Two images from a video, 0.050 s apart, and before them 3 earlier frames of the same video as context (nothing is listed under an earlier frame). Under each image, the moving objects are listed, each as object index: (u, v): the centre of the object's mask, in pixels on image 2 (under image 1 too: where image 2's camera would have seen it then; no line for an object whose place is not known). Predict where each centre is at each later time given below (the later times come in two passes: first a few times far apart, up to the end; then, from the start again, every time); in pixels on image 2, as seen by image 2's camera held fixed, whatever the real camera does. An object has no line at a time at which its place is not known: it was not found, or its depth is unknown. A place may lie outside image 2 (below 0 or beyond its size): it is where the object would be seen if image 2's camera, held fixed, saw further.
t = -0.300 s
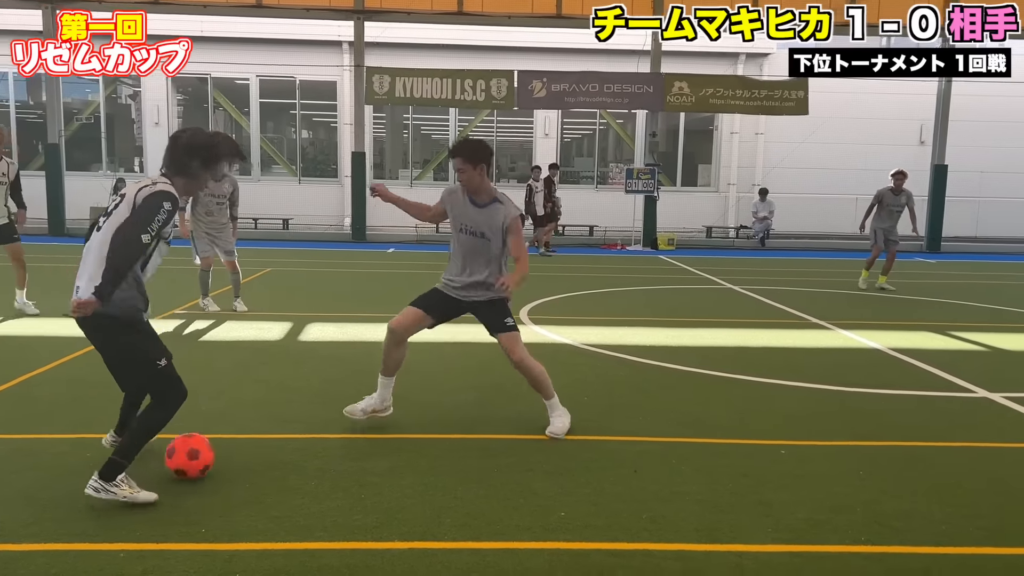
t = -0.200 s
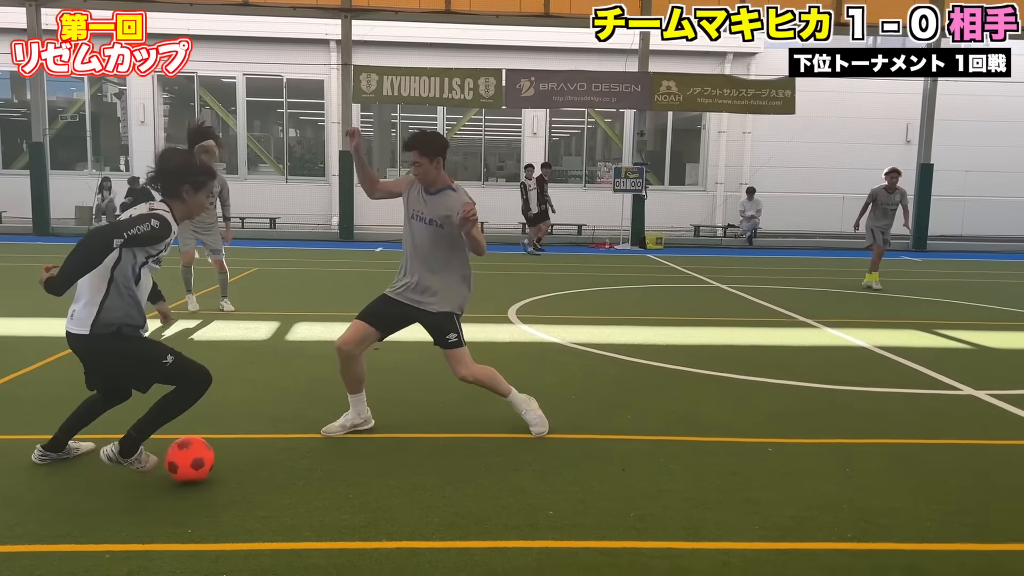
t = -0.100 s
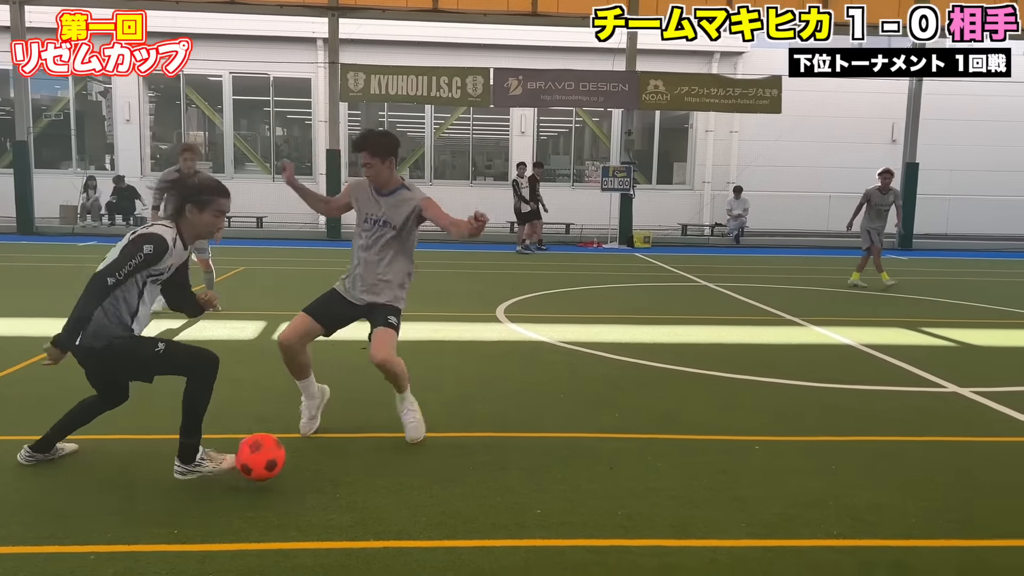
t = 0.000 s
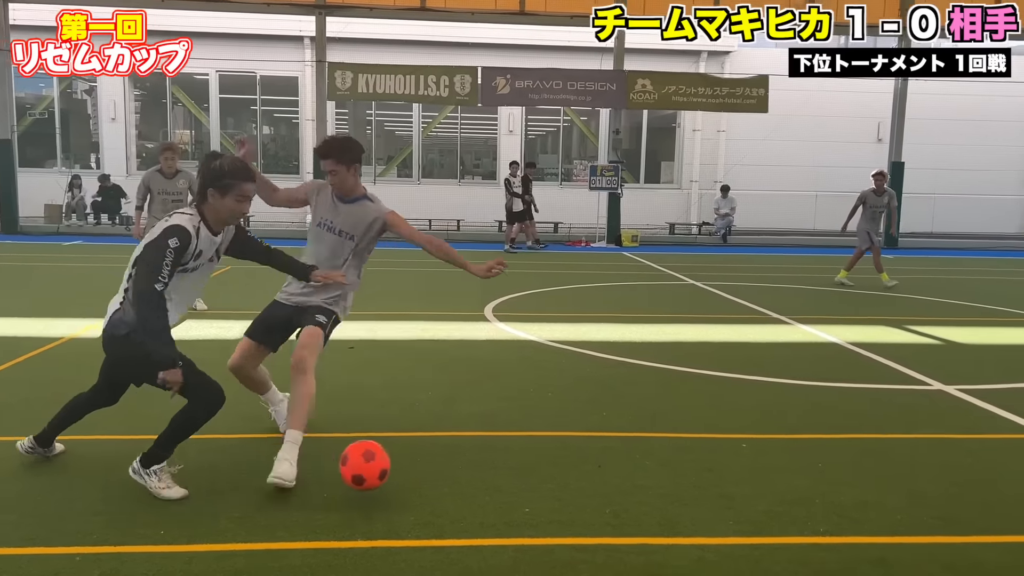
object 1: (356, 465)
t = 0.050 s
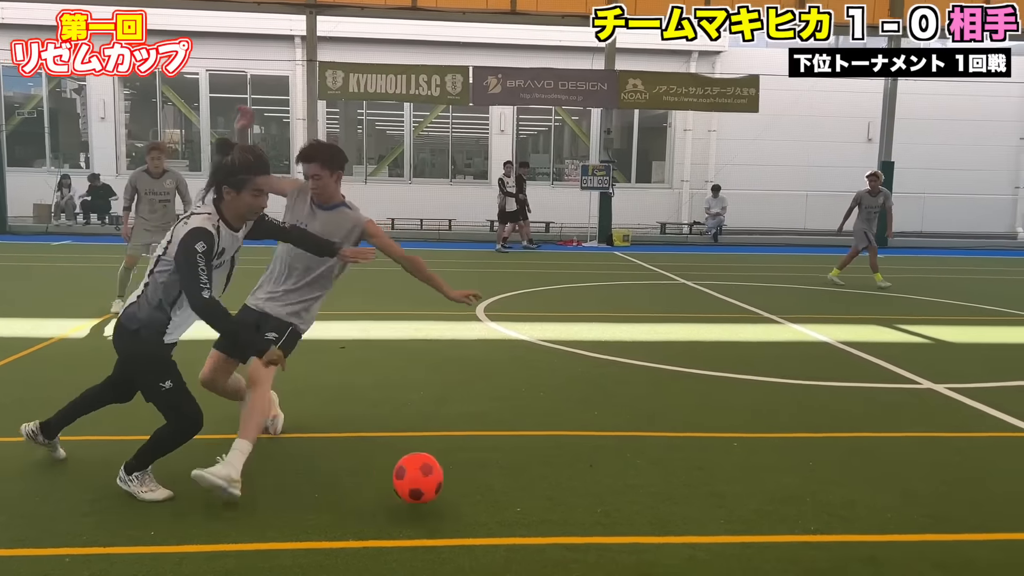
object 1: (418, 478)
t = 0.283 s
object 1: (669, 521)
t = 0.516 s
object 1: (897, 558)
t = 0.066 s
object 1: (439, 484)
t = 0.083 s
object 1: (460, 491)
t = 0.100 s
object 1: (482, 497)
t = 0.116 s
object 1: (498, 498)
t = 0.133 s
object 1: (515, 497)
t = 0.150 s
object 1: (532, 498)
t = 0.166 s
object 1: (549, 500)
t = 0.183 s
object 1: (566, 501)
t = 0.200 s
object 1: (584, 504)
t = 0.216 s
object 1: (601, 508)
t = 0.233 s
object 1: (619, 512)
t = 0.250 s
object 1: (637, 517)
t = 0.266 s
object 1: (654, 520)
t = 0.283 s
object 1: (669, 521)
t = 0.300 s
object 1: (684, 523)
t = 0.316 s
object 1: (700, 525)
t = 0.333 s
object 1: (716, 528)
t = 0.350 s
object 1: (733, 532)
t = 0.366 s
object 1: (748, 535)
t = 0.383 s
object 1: (764, 537)
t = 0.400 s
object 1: (780, 539)
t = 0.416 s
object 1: (796, 542)
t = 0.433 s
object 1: (812, 544)
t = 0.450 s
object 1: (829, 546)
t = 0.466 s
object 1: (846, 548)
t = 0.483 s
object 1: (863, 552)
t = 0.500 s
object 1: (879, 555)
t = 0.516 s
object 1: (897, 558)
